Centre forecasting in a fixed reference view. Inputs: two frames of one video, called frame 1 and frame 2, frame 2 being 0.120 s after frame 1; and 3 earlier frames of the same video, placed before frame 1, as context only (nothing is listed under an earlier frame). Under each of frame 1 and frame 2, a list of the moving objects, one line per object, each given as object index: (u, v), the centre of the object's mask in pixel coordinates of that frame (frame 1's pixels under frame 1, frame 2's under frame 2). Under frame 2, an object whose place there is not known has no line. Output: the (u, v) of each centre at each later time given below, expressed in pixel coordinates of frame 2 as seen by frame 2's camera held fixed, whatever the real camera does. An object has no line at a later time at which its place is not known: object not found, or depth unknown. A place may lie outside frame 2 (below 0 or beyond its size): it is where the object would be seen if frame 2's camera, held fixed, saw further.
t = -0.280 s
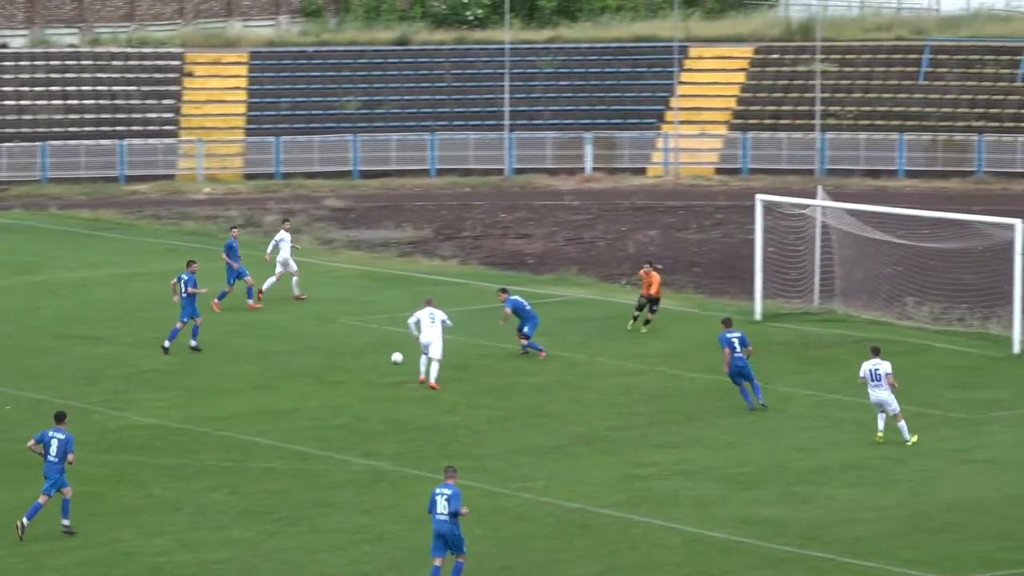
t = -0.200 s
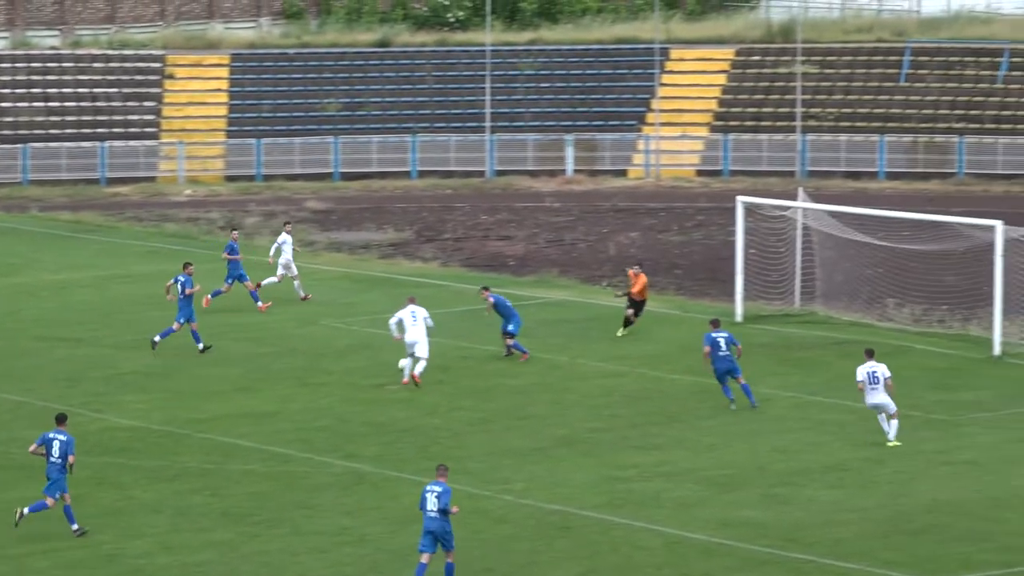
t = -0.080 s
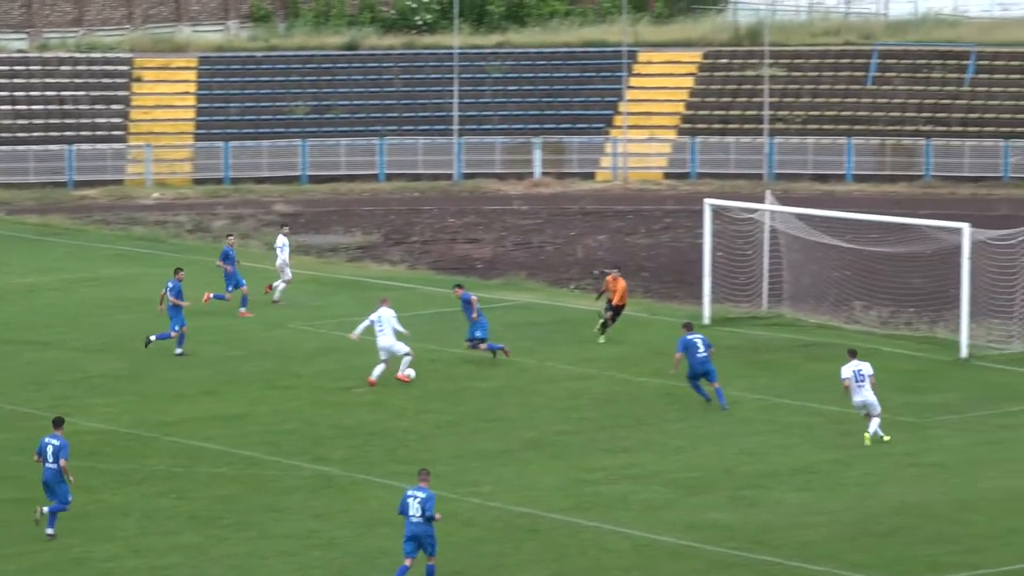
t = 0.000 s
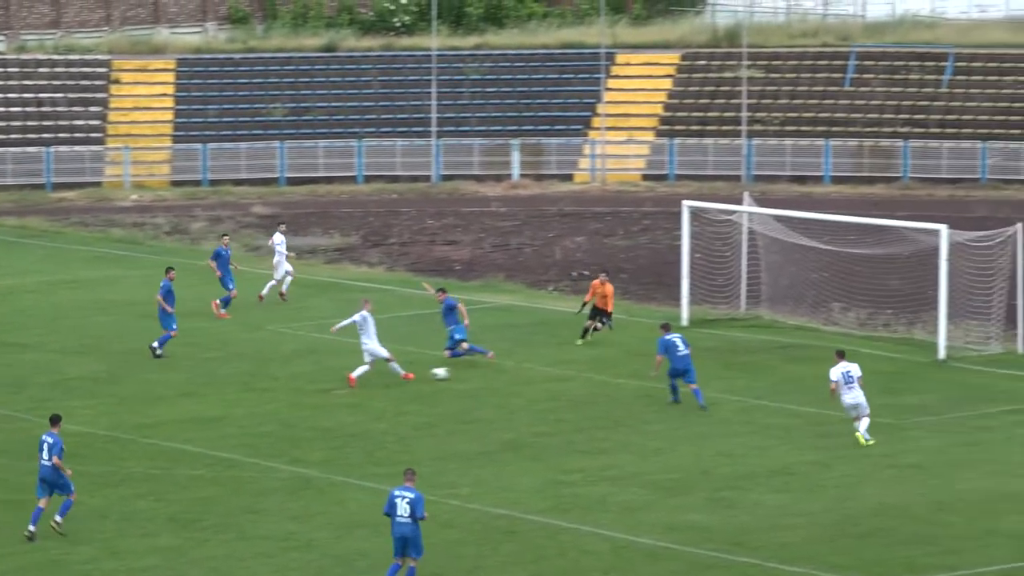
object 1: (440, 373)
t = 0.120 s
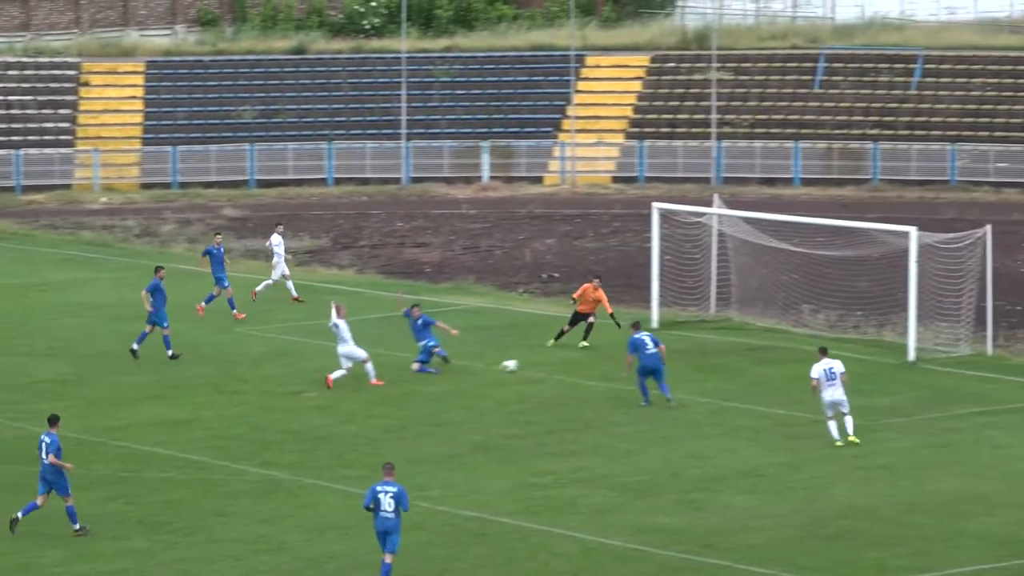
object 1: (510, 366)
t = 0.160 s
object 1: (539, 362)
